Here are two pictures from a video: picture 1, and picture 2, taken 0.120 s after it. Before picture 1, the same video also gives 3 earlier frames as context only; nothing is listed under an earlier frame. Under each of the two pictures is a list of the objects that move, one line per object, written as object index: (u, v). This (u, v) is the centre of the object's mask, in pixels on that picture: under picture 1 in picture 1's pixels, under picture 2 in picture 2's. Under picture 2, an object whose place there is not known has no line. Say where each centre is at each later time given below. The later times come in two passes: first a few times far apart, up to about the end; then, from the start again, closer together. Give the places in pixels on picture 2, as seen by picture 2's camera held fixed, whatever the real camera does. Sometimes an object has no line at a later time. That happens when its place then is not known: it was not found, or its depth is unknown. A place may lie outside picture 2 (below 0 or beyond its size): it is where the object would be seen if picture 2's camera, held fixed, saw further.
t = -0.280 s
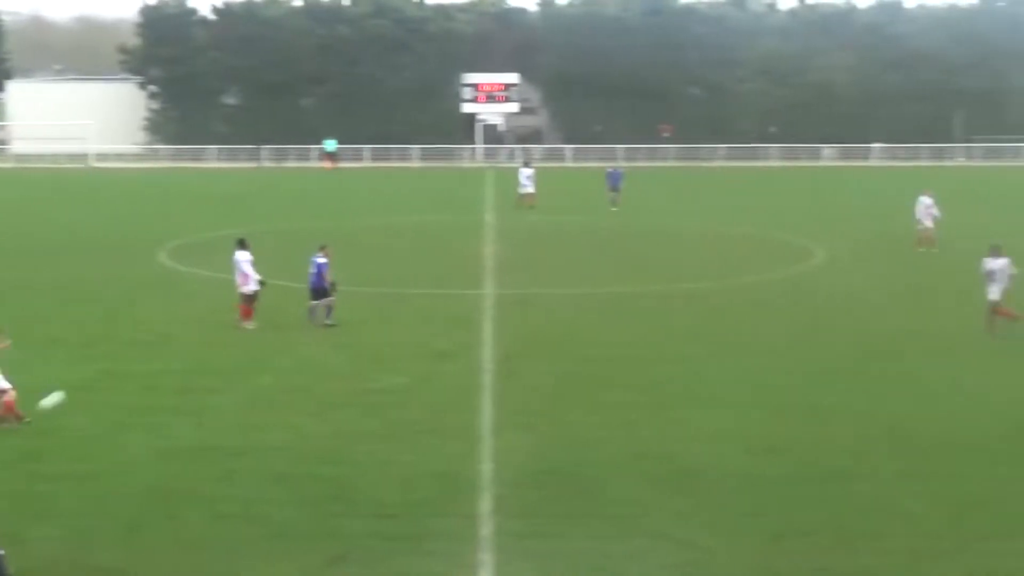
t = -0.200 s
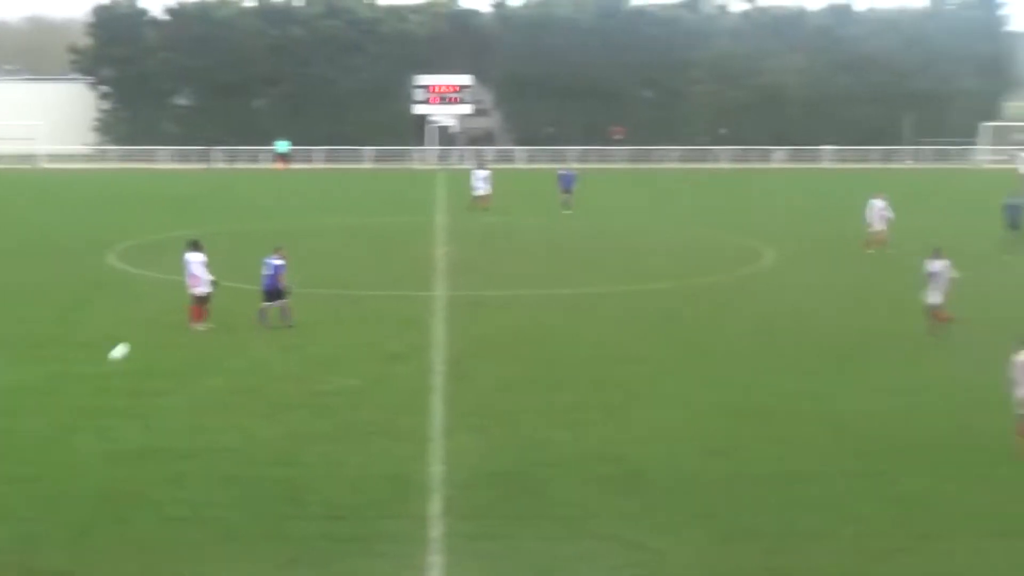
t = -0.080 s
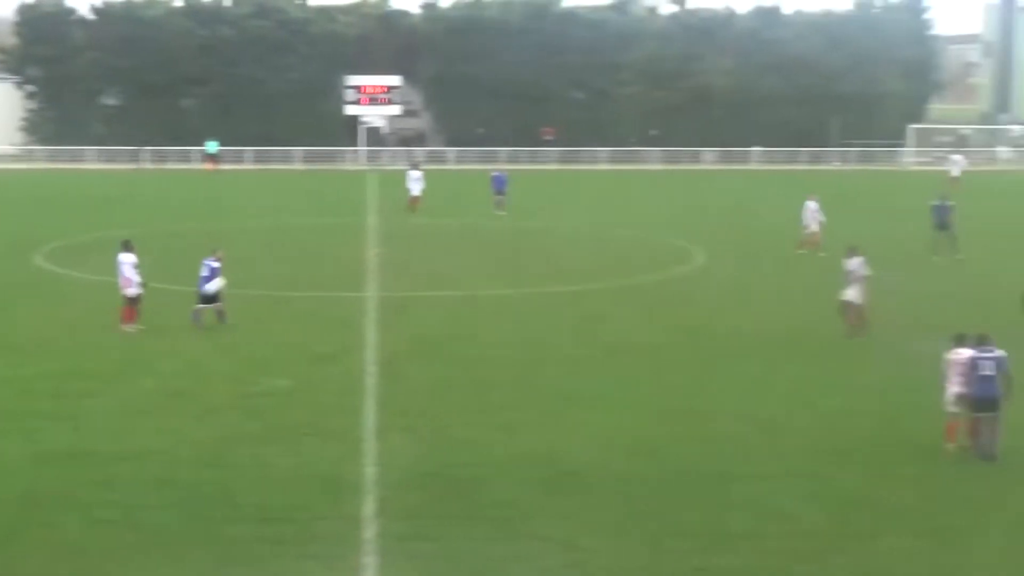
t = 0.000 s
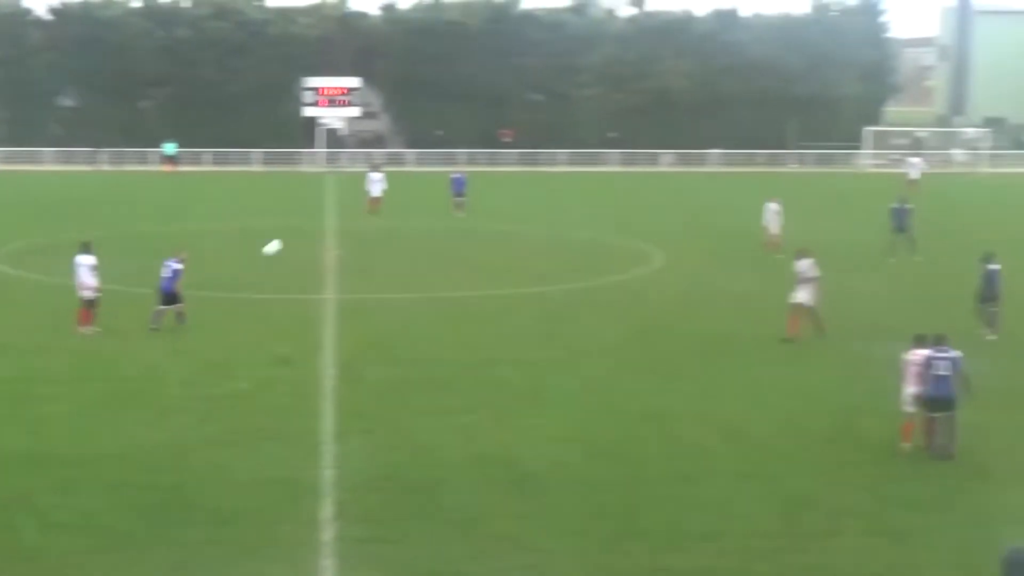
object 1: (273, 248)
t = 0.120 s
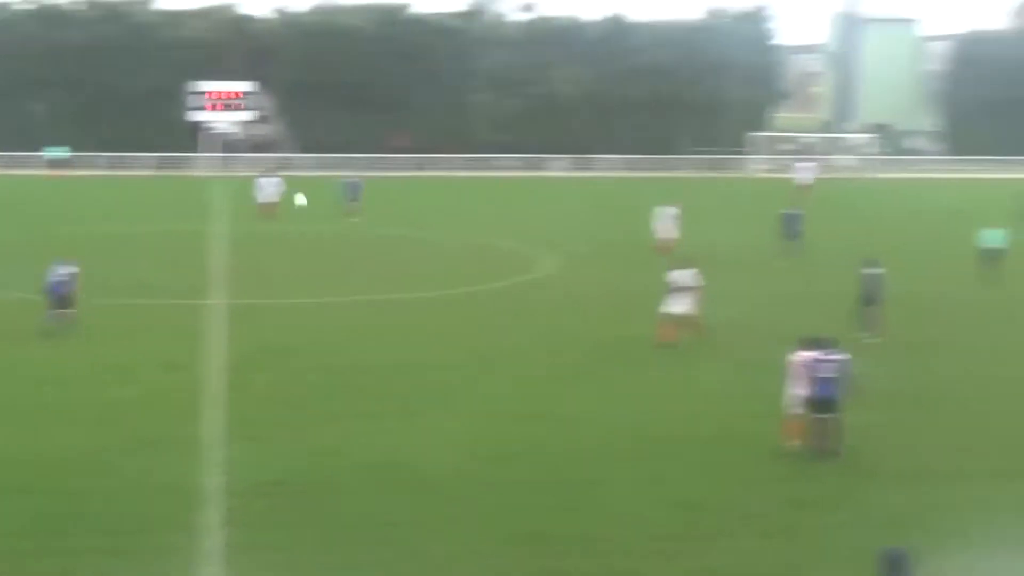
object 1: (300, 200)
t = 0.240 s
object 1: (423, 157)
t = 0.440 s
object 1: (602, 103)
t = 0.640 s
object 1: (755, 66)
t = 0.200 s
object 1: (384, 169)
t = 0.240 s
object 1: (423, 157)
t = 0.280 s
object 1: (461, 146)
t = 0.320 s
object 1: (498, 134)
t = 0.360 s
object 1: (534, 123)
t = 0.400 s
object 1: (568, 113)
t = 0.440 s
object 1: (602, 103)
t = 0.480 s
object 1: (634, 95)
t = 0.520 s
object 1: (665, 86)
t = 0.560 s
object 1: (696, 79)
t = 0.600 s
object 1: (725, 73)
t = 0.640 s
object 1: (755, 66)
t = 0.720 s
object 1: (810, 57)
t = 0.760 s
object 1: (838, 52)
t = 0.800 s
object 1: (863, 49)
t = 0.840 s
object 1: (888, 47)
